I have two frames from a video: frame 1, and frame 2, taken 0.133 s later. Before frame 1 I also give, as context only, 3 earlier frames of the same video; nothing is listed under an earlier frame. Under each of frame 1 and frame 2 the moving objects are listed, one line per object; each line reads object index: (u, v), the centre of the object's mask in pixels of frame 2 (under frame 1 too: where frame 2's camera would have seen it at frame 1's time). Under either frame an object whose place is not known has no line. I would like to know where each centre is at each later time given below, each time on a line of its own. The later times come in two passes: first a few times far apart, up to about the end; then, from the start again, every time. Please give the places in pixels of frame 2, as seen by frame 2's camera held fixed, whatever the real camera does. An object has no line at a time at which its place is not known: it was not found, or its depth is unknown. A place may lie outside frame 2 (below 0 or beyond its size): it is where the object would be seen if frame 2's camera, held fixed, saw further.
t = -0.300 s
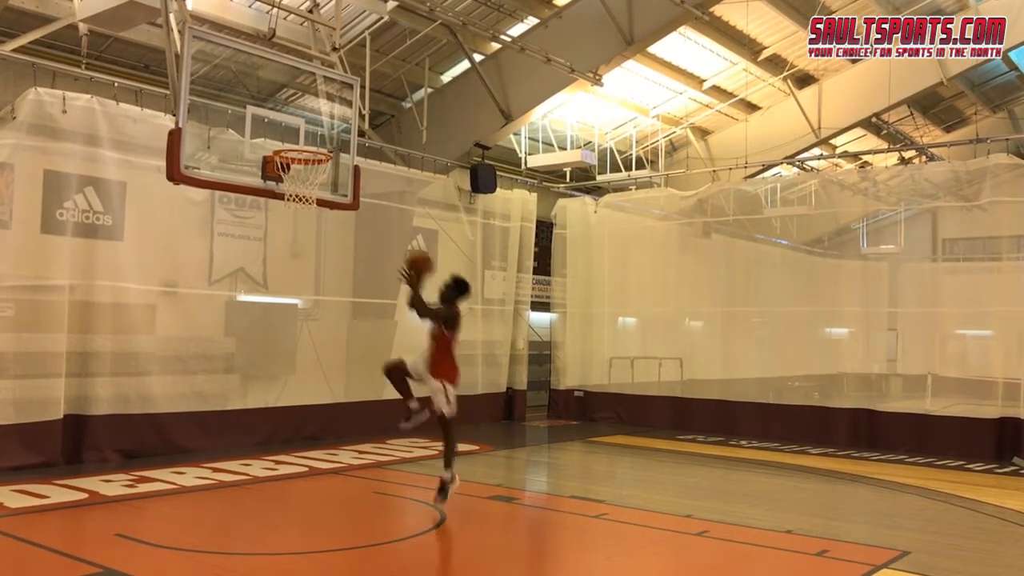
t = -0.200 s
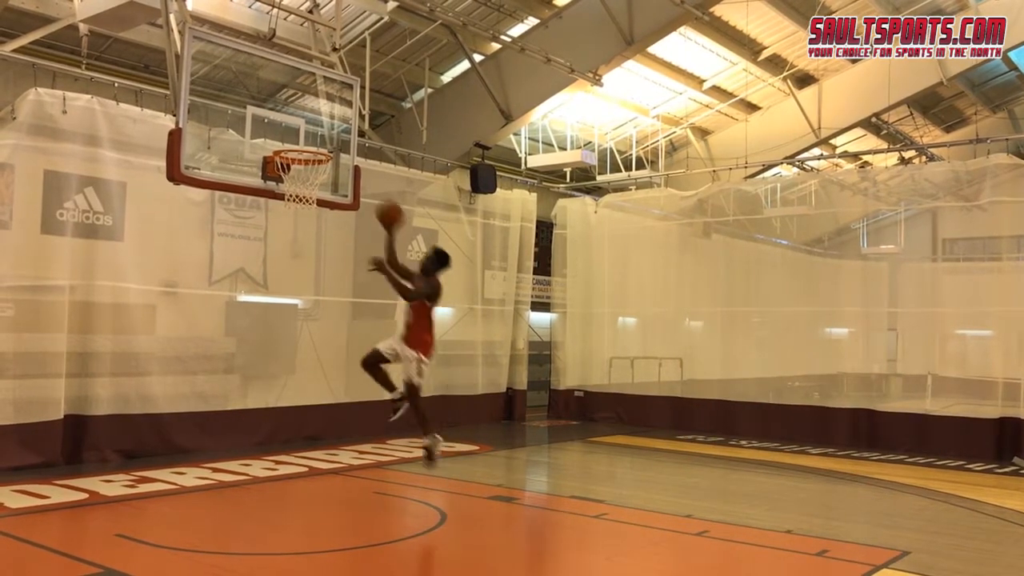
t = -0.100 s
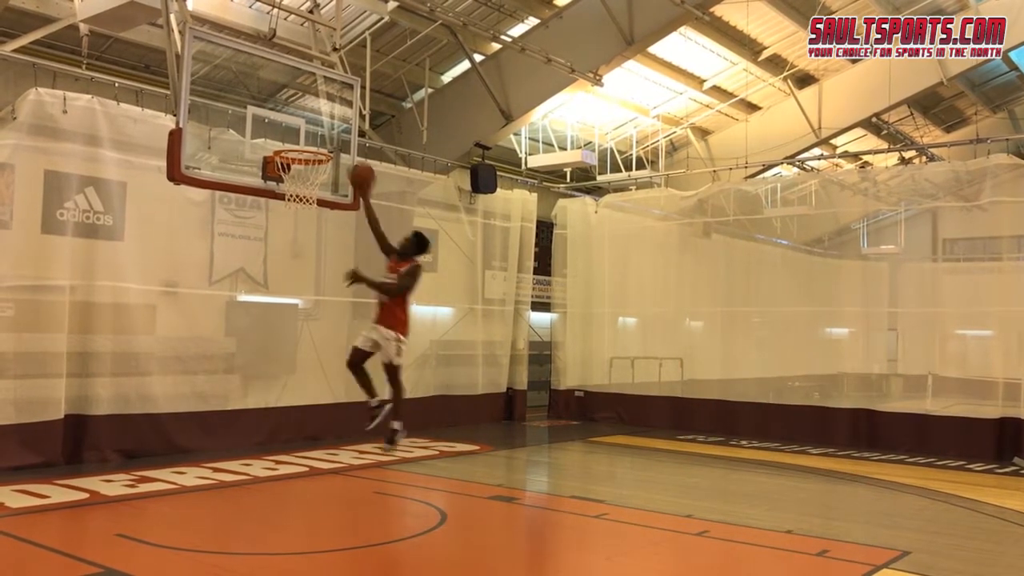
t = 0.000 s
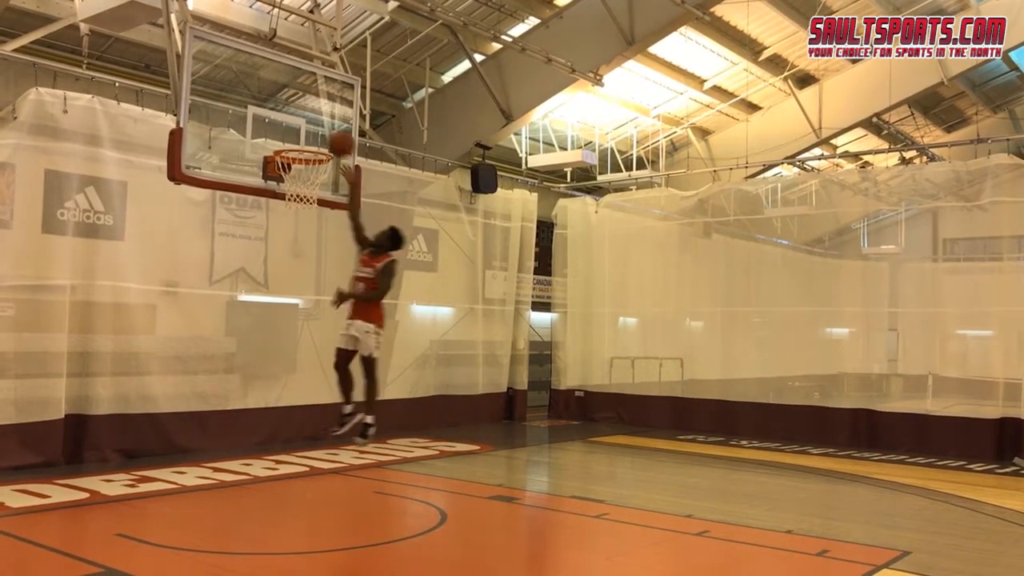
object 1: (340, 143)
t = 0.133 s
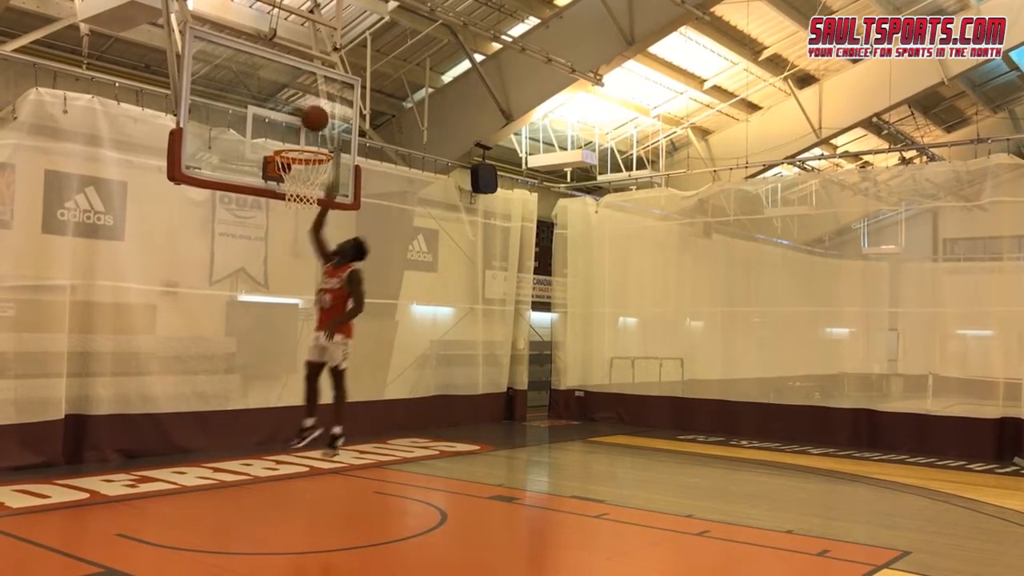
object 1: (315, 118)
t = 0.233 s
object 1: (316, 109)
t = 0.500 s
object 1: (319, 136)
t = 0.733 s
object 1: (289, 155)
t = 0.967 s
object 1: (324, 178)
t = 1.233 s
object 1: (309, 193)
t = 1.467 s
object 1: (274, 241)
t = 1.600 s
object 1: (253, 297)
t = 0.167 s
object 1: (315, 114)
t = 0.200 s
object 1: (315, 111)
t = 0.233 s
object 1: (316, 109)
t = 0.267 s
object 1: (317, 108)
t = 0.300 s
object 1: (317, 109)
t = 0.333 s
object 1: (318, 110)
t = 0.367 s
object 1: (318, 112)
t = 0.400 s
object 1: (318, 116)
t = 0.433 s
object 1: (319, 122)
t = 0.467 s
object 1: (319, 128)
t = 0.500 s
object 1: (319, 136)
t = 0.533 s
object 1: (319, 142)
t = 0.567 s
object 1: (314, 140)
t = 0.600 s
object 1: (308, 140)
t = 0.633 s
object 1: (303, 141)
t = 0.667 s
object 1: (298, 141)
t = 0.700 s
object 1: (293, 148)
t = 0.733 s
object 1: (289, 155)
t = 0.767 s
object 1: (298, 154)
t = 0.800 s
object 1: (302, 157)
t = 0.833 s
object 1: (308, 162)
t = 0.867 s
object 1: (313, 166)
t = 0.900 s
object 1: (317, 172)
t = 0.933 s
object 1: (321, 175)
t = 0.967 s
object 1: (324, 178)
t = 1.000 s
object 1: (325, 179)
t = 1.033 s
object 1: (325, 179)
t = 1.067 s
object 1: (324, 180)
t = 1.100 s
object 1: (323, 182)
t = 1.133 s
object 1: (321, 184)
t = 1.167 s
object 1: (317, 188)
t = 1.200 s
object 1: (314, 190)
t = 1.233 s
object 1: (309, 193)
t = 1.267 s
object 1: (304, 197)
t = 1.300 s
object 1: (298, 208)
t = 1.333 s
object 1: (294, 210)
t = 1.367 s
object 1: (289, 214)
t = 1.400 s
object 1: (284, 221)
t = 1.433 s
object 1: (279, 230)
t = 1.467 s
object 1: (274, 241)
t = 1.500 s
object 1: (269, 253)
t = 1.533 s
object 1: (263, 266)
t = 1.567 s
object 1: (258, 280)
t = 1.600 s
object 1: (253, 297)
